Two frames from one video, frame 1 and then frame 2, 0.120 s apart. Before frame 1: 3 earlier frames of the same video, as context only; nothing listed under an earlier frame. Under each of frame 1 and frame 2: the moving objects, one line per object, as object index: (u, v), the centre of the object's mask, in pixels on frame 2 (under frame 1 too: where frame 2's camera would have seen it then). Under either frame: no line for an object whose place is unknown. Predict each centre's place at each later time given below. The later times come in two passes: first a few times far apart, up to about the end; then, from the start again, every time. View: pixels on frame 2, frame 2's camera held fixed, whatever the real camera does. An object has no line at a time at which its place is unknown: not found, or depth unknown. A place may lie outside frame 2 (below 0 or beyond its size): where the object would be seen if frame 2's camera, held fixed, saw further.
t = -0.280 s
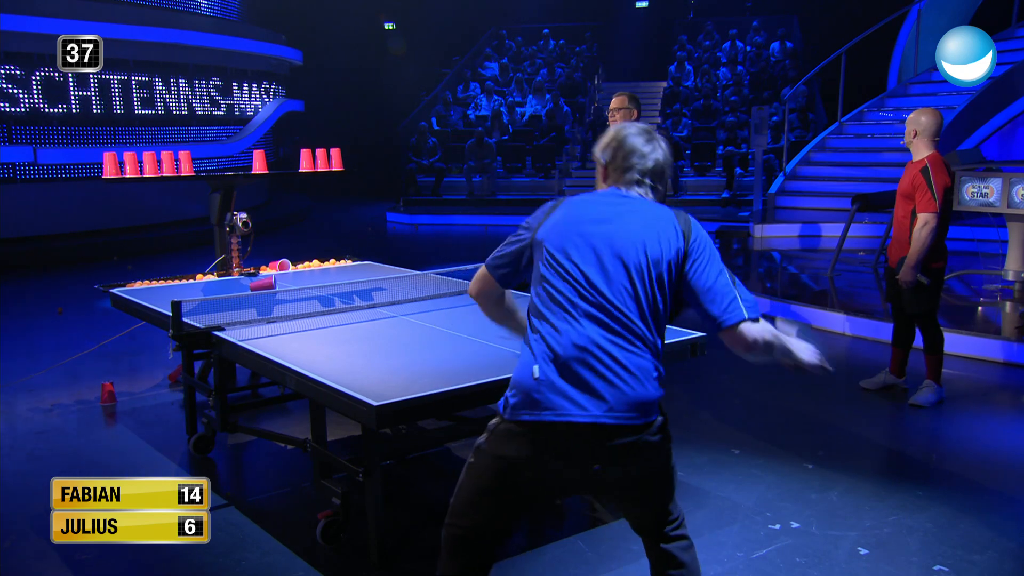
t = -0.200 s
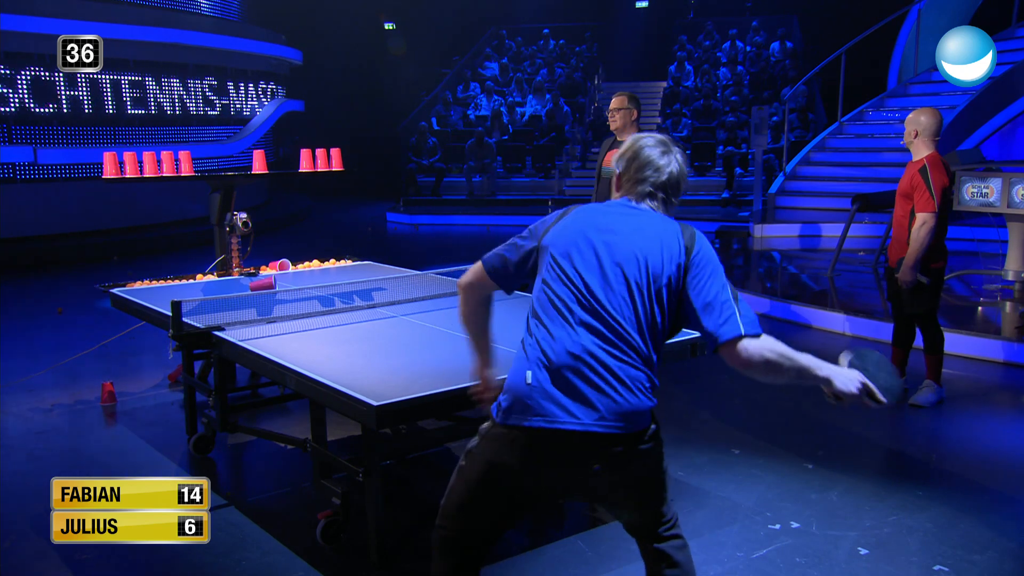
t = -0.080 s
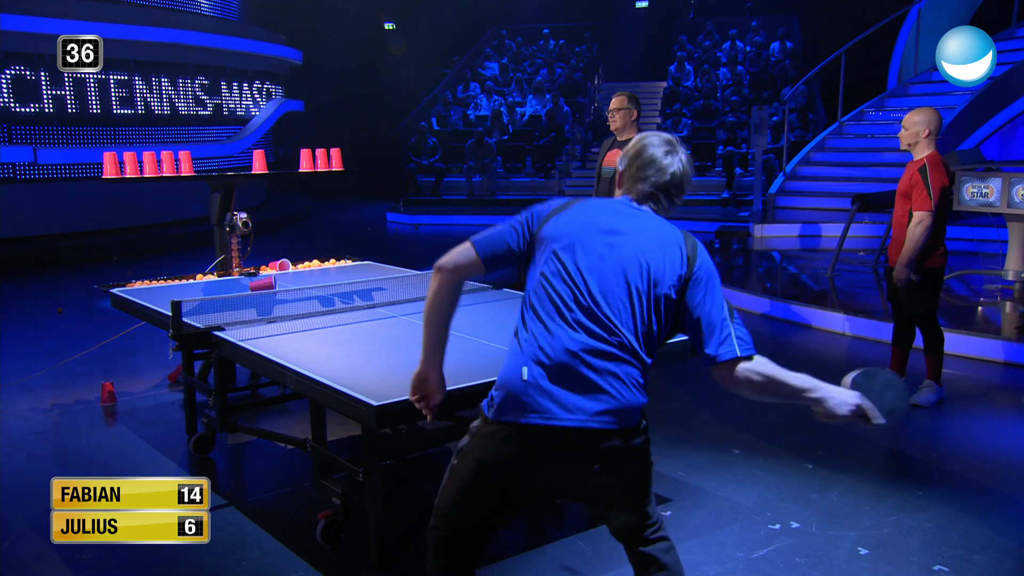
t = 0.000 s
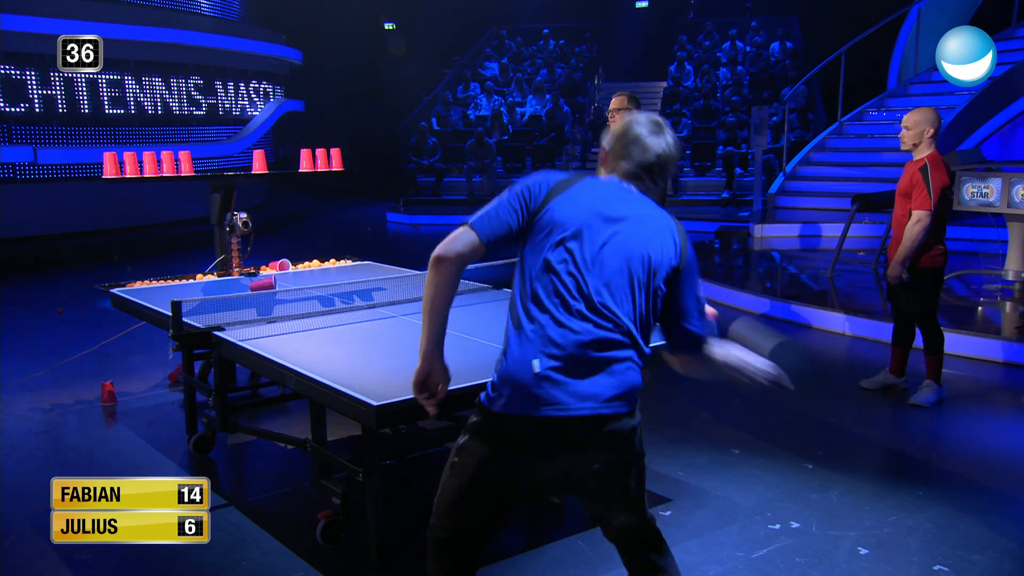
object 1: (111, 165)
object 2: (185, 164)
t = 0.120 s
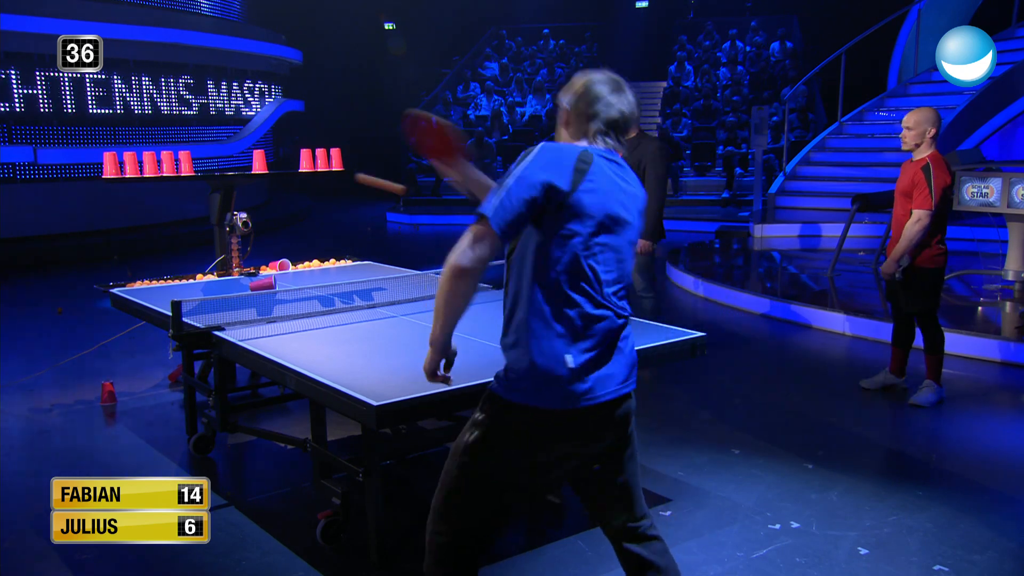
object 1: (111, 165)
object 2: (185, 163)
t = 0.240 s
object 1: (111, 165)
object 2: (185, 164)
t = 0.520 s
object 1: (91, 191)
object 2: (191, 163)
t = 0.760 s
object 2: (189, 164)
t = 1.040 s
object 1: (95, 423)
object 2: (180, 212)
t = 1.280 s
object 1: (72, 422)
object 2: (185, 265)
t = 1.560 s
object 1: (70, 434)
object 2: (195, 274)
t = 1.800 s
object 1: (70, 435)
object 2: (195, 274)
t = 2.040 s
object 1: (72, 436)
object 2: (195, 274)
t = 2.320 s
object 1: (74, 438)
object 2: (195, 274)
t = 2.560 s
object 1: (76, 439)
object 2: (195, 274)
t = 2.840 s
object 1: (77, 442)
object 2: (195, 274)
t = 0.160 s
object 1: (111, 165)
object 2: (185, 163)
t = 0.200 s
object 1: (111, 165)
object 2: (185, 164)
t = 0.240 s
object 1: (111, 165)
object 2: (185, 164)
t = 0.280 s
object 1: (111, 165)
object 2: (185, 164)
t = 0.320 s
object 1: (108, 165)
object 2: (186, 164)
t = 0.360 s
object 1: (103, 167)
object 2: (187, 163)
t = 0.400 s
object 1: (100, 170)
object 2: (189, 163)
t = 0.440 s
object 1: (96, 176)
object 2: (190, 163)
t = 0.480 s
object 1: (93, 183)
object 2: (191, 163)
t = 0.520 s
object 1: (91, 191)
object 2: (191, 163)
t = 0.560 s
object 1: (88, 202)
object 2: (191, 163)
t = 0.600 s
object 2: (191, 163)
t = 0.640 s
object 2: (191, 163)
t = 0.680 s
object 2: (190, 163)
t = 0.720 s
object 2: (190, 164)
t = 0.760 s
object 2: (189, 164)
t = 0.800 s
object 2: (188, 165)
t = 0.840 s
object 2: (186, 166)
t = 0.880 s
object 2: (184, 172)
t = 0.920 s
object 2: (184, 180)
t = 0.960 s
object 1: (97, 398)
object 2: (183, 189)
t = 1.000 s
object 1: (98, 420)
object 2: (182, 199)
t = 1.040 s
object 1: (95, 423)
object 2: (180, 212)
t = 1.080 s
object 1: (89, 417)
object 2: (179, 226)
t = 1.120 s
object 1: (85, 412)
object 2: (178, 242)
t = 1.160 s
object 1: (82, 410)
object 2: (178, 260)
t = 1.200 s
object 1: (78, 413)
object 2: (178, 268)
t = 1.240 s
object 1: (74, 416)
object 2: (180, 267)
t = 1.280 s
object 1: (72, 422)
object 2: (185, 265)
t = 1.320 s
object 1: (71, 427)
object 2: (189, 265)
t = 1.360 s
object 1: (70, 428)
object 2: (194, 268)
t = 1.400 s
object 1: (70, 431)
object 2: (197, 271)
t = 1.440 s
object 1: (71, 432)
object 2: (197, 271)
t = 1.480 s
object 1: (70, 431)
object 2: (196, 272)
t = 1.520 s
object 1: (69, 433)
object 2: (195, 274)
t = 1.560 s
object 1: (70, 434)
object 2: (195, 274)
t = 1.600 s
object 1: (70, 434)
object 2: (195, 274)
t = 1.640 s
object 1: (69, 435)
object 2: (195, 274)
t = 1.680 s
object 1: (69, 435)
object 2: (195, 274)
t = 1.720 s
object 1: (70, 435)
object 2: (195, 274)
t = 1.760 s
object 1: (70, 435)
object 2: (195, 274)
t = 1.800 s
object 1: (70, 435)
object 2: (195, 274)
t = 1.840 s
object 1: (70, 436)
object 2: (195, 274)
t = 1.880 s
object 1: (71, 436)
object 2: (195, 274)
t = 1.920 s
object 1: (71, 436)
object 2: (195, 274)
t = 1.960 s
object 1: (71, 436)
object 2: (195, 274)
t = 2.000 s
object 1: (72, 436)
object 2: (195, 274)
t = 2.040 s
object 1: (72, 436)
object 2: (195, 274)
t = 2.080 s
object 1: (72, 437)
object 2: (195, 274)
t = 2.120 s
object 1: (73, 437)
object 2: (195, 274)
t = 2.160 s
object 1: (73, 437)
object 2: (195, 274)
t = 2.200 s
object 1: (73, 437)
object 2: (195, 274)
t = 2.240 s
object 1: (74, 437)
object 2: (195, 274)
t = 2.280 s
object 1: (74, 438)
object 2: (195, 274)
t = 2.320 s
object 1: (74, 438)
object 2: (195, 274)
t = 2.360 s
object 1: (75, 438)
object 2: (195, 274)
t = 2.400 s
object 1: (75, 438)
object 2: (195, 274)
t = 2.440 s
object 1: (75, 439)
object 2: (195, 274)
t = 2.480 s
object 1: (75, 439)
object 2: (195, 274)
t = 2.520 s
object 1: (76, 439)
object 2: (195, 274)
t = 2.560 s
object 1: (76, 439)
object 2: (195, 274)
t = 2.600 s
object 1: (76, 440)
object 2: (195, 274)
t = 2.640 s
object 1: (76, 440)
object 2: (195, 274)
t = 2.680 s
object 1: (76, 440)
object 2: (195, 274)
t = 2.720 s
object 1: (76, 441)
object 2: (195, 274)
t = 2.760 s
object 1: (77, 441)
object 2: (195, 274)
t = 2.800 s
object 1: (77, 441)
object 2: (195, 274)
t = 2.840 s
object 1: (77, 442)
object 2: (195, 274)
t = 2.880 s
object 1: (77, 442)
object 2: (195, 274)
